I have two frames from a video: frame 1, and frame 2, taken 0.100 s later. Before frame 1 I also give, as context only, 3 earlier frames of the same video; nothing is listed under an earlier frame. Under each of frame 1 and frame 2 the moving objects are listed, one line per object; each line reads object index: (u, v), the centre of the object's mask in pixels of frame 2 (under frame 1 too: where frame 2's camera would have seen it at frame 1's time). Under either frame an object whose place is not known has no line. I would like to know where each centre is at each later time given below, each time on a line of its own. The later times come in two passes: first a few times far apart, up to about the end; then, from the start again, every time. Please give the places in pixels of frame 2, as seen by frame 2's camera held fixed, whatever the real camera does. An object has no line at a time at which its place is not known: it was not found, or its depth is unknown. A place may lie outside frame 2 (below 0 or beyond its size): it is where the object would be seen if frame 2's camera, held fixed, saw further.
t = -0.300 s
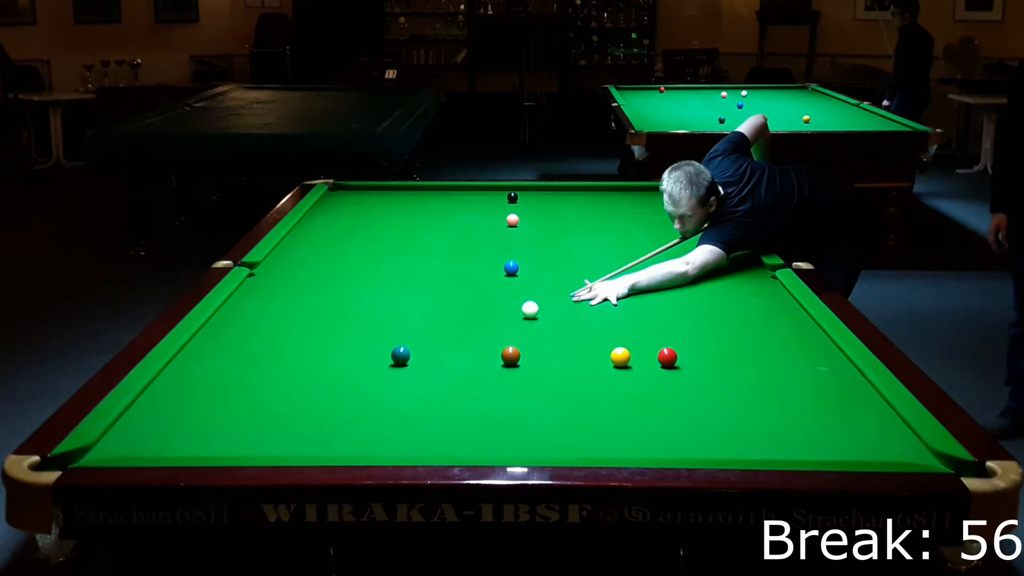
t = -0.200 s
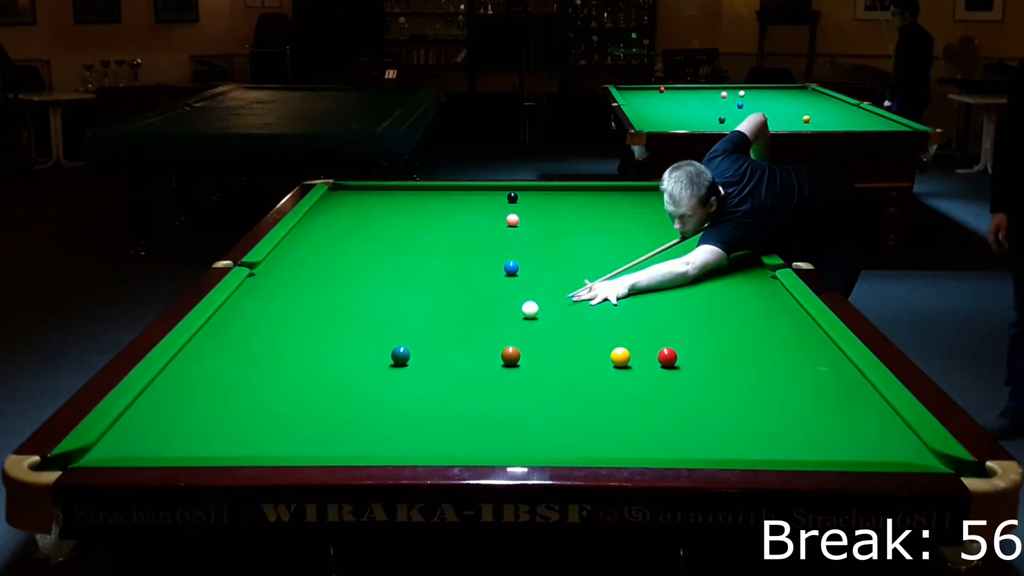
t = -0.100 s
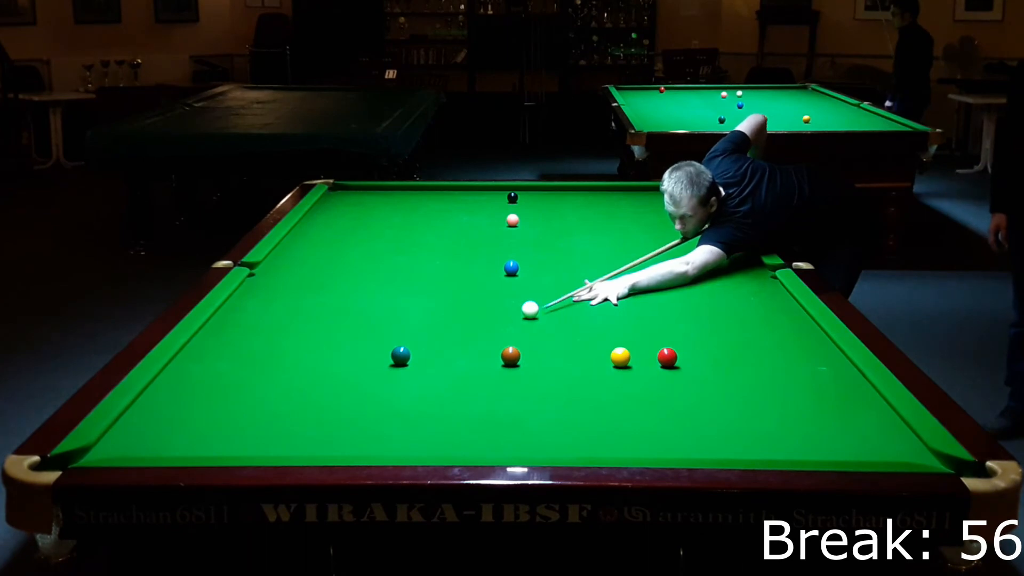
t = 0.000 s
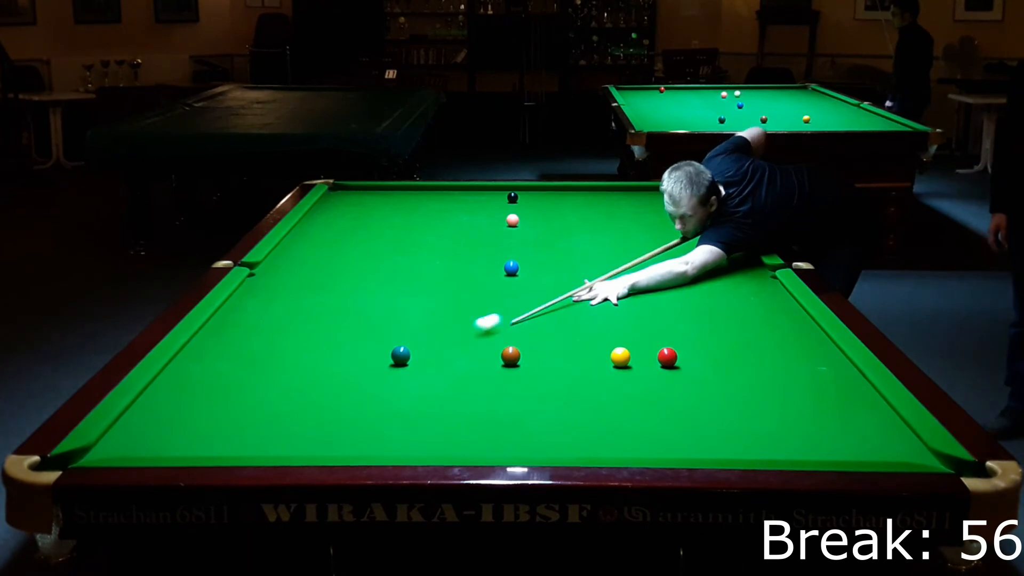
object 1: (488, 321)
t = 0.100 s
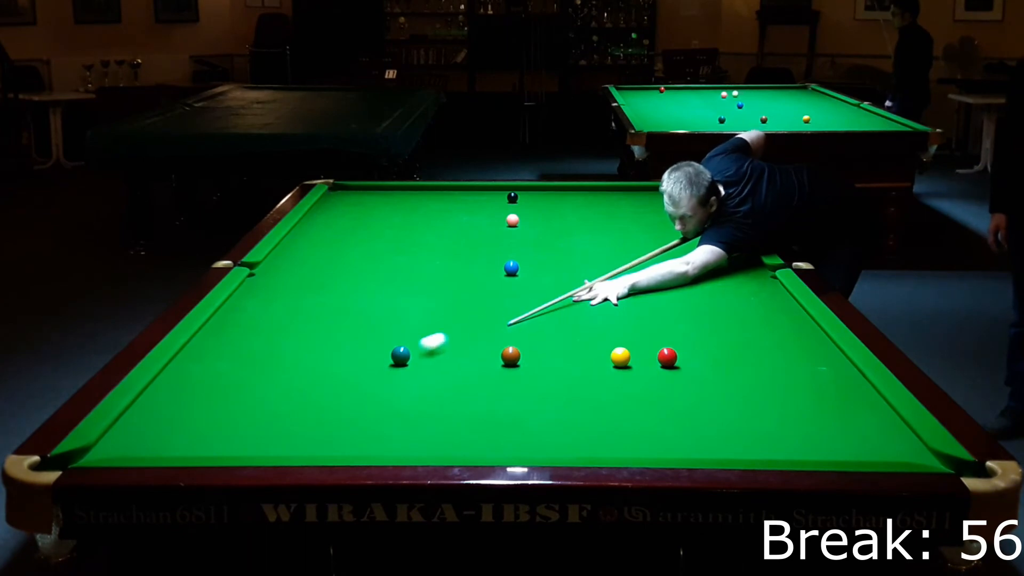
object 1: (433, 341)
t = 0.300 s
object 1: (421, 349)
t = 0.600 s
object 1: (435, 347)
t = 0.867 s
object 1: (445, 345)
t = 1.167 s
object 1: (453, 343)
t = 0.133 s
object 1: (417, 348)
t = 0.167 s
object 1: (415, 351)
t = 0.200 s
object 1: (416, 351)
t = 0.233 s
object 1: (418, 350)
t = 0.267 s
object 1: (420, 350)
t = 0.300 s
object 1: (421, 349)
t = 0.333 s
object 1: (423, 349)
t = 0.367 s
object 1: (425, 349)
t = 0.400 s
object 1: (426, 348)
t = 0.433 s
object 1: (428, 348)
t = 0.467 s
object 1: (429, 348)
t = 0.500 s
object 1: (431, 347)
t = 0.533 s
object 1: (432, 347)
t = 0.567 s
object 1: (434, 347)
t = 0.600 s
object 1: (435, 347)
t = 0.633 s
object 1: (437, 346)
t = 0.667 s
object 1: (438, 346)
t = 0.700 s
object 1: (439, 346)
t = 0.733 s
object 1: (440, 346)
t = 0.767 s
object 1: (441, 345)
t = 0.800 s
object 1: (443, 345)
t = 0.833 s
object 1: (444, 345)
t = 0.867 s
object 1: (445, 345)
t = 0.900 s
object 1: (446, 344)
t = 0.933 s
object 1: (447, 344)
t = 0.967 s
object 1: (448, 344)
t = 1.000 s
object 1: (449, 344)
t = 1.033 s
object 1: (450, 343)
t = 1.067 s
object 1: (451, 343)
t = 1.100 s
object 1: (452, 343)
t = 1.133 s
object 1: (452, 343)
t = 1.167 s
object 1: (453, 343)
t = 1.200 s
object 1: (454, 343)
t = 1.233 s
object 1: (455, 342)
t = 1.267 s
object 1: (455, 342)
